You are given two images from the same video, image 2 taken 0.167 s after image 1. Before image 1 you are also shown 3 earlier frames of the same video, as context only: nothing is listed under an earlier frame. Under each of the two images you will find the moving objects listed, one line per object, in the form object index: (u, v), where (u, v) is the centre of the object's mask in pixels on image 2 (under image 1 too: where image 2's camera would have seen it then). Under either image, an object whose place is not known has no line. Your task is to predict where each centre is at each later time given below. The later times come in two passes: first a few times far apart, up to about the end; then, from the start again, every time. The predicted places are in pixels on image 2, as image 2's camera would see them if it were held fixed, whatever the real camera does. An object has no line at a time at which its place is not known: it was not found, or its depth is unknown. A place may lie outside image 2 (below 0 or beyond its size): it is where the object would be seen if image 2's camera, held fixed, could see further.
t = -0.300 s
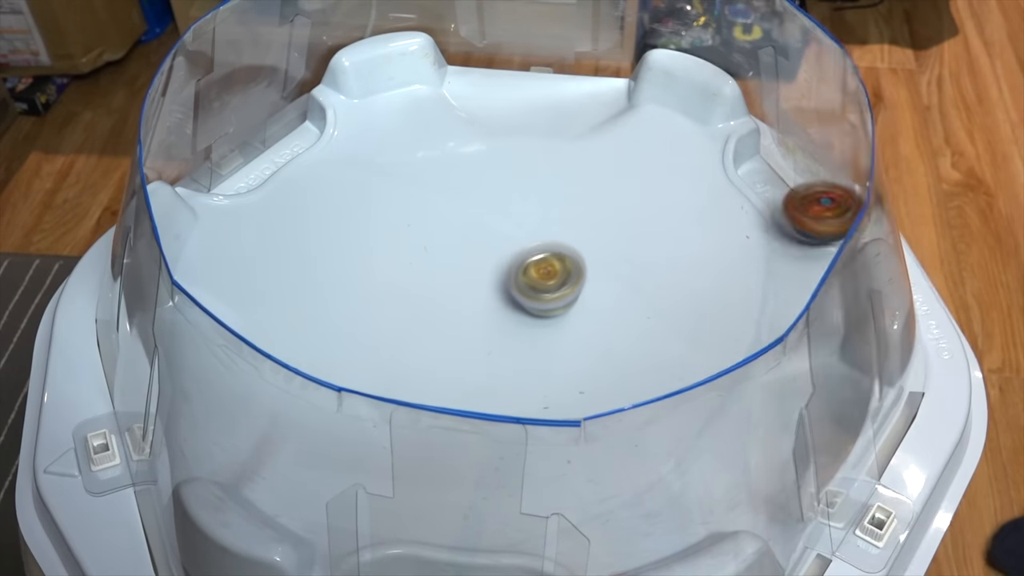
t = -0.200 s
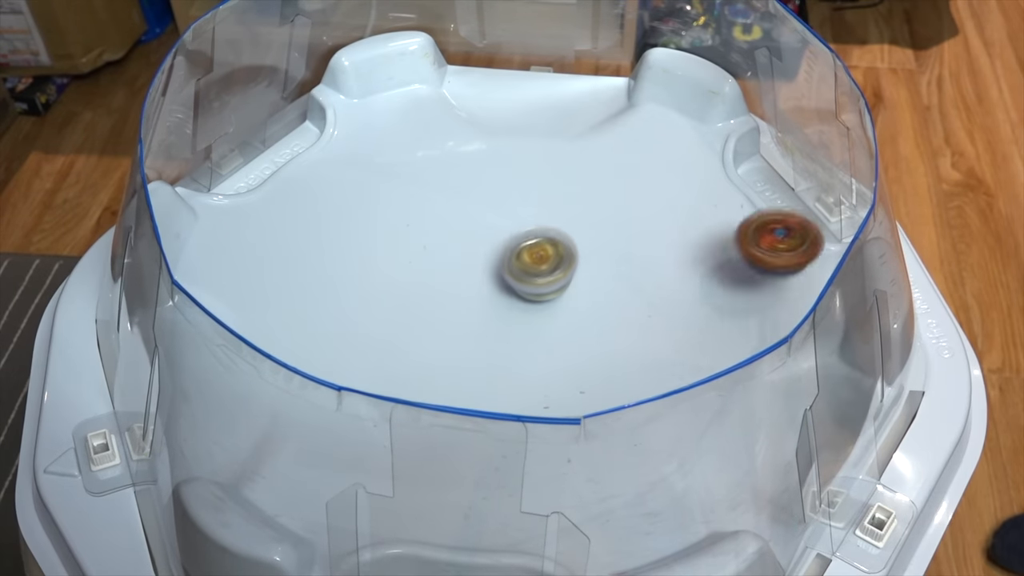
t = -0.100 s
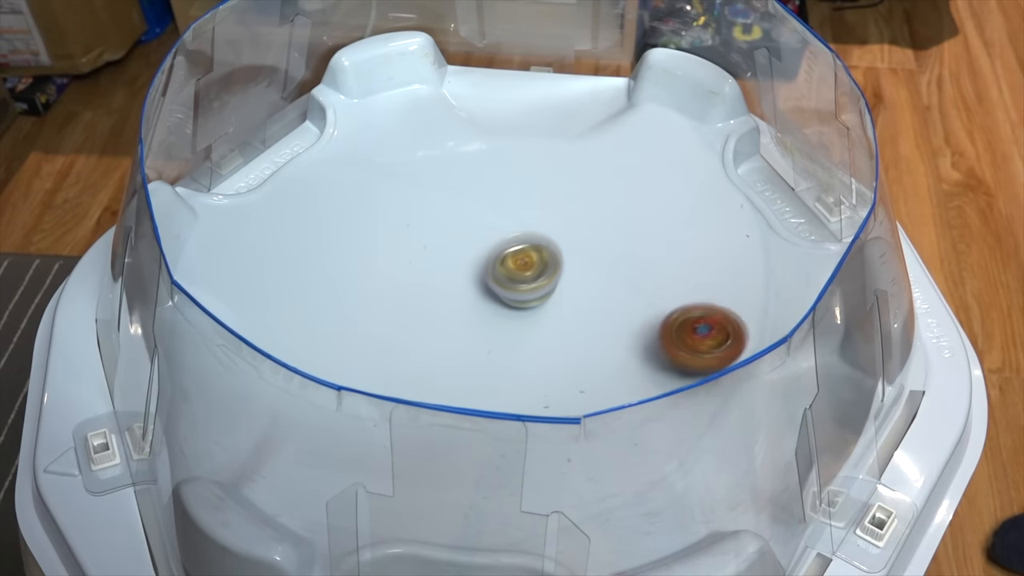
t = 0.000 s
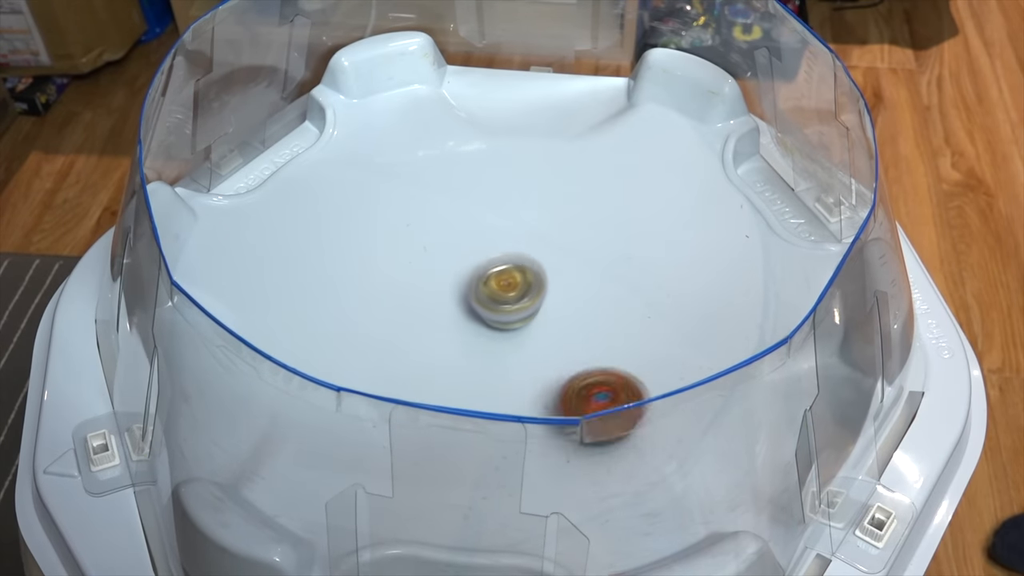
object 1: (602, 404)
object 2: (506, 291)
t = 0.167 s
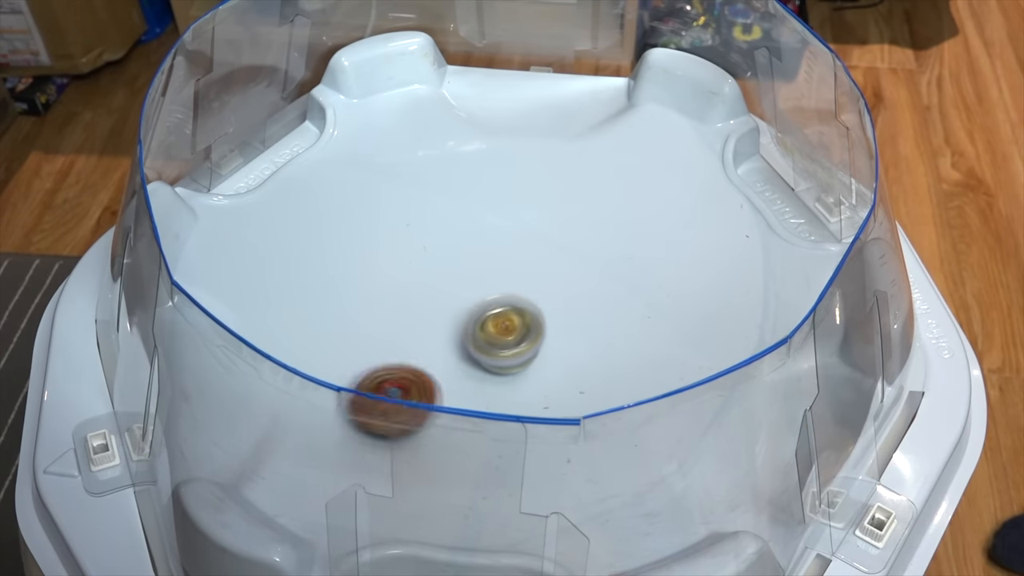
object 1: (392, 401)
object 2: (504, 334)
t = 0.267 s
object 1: (309, 321)
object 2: (521, 349)
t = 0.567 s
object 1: (456, 82)
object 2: (571, 304)
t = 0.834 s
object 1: (648, 125)
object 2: (488, 280)
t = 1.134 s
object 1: (792, 397)
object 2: (469, 351)
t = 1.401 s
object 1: (687, 443)
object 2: (563, 333)
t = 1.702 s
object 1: (473, 329)
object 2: (490, 257)
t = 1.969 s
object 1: (406, 336)
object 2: (407, 146)
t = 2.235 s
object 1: (463, 264)
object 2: (341, 187)
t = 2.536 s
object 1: (557, 293)
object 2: (444, 367)
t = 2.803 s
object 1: (523, 345)
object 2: (749, 287)
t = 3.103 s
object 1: (482, 305)
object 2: (721, 113)
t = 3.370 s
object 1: (522, 296)
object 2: (482, 191)
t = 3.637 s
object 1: (526, 311)
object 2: (322, 391)
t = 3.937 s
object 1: (516, 309)
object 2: (668, 500)
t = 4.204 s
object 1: (514, 302)
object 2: (795, 310)
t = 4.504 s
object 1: (514, 298)
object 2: (626, 128)
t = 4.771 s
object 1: (515, 297)
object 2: (496, 90)
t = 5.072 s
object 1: (512, 300)
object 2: (597, 274)
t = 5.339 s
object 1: (507, 308)
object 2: (551, 384)
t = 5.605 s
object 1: (500, 303)
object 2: (527, 364)
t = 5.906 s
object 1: (513, 273)
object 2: (551, 375)
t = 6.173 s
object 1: (520, 285)
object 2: (510, 346)
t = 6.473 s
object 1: (534, 275)
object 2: (417, 380)
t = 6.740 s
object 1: (526, 296)
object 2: (442, 351)
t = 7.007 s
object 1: (525, 295)
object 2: (427, 296)
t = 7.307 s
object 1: (504, 308)
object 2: (444, 255)
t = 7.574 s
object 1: (493, 316)
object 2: (478, 237)
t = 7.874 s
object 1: (485, 312)
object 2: (536, 255)
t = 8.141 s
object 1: (487, 317)
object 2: (592, 260)
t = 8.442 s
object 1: (497, 320)
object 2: (586, 277)
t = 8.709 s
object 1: (467, 329)
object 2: (614, 301)
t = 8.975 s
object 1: (468, 314)
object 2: (591, 343)
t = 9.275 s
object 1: (477, 277)
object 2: (520, 384)
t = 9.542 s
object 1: (500, 265)
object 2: (494, 401)
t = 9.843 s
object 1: (526, 274)
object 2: (459, 323)
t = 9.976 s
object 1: (570, 255)
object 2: (404, 300)
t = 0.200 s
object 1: (357, 379)
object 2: (508, 340)
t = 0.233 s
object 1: (330, 350)
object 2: (514, 346)
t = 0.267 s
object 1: (309, 321)
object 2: (521, 349)
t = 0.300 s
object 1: (298, 289)
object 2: (530, 351)
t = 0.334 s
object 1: (295, 257)
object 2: (538, 352)
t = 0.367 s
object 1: (300, 224)
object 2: (547, 349)
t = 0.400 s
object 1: (313, 194)
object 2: (556, 345)
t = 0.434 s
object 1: (331, 166)
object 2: (563, 339)
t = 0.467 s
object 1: (356, 139)
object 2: (567, 331)
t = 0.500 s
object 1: (386, 116)
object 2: (572, 323)
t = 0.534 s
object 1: (419, 96)
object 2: (573, 313)
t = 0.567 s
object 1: (456, 82)
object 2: (571, 304)
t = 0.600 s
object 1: (493, 75)
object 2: (567, 296)
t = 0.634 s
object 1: (525, 70)
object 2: (558, 289)
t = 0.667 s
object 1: (555, 79)
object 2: (549, 283)
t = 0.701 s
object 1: (582, 89)
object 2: (539, 279)
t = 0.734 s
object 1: (602, 97)
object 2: (528, 277)
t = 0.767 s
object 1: (618, 101)
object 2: (515, 276)
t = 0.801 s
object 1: (633, 111)
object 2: (502, 278)
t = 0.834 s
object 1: (648, 125)
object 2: (488, 280)
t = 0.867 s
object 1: (667, 141)
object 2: (477, 285)
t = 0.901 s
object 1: (684, 161)
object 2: (466, 291)
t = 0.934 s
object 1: (704, 183)
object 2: (458, 298)
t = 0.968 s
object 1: (725, 210)
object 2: (452, 307)
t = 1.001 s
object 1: (745, 239)
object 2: (449, 316)
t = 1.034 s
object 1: (763, 273)
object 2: (449, 325)
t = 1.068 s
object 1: (773, 307)
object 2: (453, 335)
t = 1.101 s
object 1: (785, 353)
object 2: (460, 343)
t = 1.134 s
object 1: (792, 397)
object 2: (469, 351)
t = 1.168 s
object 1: (798, 434)
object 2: (479, 356)
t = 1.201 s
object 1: (783, 457)
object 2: (491, 360)
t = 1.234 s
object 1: (758, 472)
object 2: (506, 362)
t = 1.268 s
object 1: (741, 485)
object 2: (521, 361)
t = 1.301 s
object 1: (725, 483)
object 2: (535, 357)
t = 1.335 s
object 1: (712, 471)
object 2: (548, 352)
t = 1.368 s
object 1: (700, 459)
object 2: (558, 344)
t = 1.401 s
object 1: (687, 443)
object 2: (563, 333)
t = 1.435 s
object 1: (671, 429)
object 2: (568, 323)
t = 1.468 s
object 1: (651, 417)
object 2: (566, 311)
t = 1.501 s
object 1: (628, 405)
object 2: (563, 299)
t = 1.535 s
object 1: (602, 391)
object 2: (557, 289)
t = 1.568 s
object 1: (573, 380)
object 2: (547, 280)
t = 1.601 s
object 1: (542, 368)
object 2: (536, 271)
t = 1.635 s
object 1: (513, 355)
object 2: (522, 264)
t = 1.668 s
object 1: (489, 342)
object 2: (507, 260)
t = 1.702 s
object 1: (473, 329)
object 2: (490, 257)
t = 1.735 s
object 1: (460, 320)
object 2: (473, 253)
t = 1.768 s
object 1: (446, 328)
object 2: (461, 227)
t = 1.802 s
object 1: (433, 338)
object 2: (451, 206)
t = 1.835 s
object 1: (423, 343)
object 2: (441, 185)
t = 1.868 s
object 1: (416, 346)
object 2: (433, 171)
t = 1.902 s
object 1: (410, 345)
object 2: (424, 159)
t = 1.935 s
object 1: (406, 341)
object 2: (416, 151)
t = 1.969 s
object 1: (406, 336)
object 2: (407, 146)
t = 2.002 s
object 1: (407, 327)
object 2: (398, 144)
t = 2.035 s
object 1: (410, 317)
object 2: (389, 144)
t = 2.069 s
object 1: (415, 305)
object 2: (380, 147)
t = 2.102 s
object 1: (422, 294)
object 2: (372, 151)
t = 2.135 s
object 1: (430, 284)
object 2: (363, 158)
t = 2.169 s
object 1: (439, 276)
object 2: (355, 166)
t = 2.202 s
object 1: (450, 269)
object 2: (347, 176)
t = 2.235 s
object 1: (463, 264)
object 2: (341, 187)
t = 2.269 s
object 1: (475, 261)
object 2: (334, 200)
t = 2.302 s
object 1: (488, 260)
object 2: (329, 215)
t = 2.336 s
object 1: (500, 261)
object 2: (326, 233)
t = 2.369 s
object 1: (513, 263)
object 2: (327, 253)
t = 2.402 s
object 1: (525, 266)
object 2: (333, 276)
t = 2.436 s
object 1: (535, 271)
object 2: (348, 300)
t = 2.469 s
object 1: (544, 277)
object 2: (372, 325)
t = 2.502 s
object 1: (552, 285)
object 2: (404, 349)
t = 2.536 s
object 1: (557, 293)
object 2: (444, 367)
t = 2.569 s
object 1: (560, 301)
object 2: (488, 376)
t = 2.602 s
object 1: (561, 309)
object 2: (534, 381)
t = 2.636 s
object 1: (558, 318)
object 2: (584, 379)
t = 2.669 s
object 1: (554, 326)
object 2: (625, 367)
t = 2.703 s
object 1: (548, 333)
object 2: (665, 352)
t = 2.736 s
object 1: (541, 338)
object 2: (699, 334)
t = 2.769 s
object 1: (532, 343)
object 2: (728, 311)
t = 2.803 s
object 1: (523, 345)
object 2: (749, 287)
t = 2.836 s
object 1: (514, 345)
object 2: (765, 262)
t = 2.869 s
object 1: (504, 343)
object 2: (778, 237)
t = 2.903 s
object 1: (496, 340)
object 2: (783, 212)
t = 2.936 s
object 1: (489, 336)
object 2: (778, 188)
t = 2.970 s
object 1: (484, 330)
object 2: (774, 173)
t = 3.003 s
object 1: (480, 323)
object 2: (766, 159)
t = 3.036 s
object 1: (479, 318)
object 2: (748, 142)
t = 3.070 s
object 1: (480, 311)
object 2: (736, 123)
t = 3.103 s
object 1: (482, 305)
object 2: (721, 113)
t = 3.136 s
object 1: (485, 301)
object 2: (705, 113)
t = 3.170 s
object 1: (490, 297)
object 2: (679, 124)
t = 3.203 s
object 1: (495, 294)
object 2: (649, 135)
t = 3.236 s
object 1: (501, 292)
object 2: (618, 146)
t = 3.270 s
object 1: (506, 291)
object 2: (587, 157)
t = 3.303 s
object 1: (512, 292)
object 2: (554, 169)
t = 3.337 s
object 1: (517, 294)
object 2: (519, 180)
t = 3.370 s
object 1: (522, 296)
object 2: (482, 191)
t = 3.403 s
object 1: (525, 298)
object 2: (444, 206)
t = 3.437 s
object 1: (528, 300)
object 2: (408, 225)
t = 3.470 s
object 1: (529, 303)
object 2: (375, 248)
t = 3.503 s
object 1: (529, 306)
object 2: (349, 273)
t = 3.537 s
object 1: (528, 308)
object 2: (330, 300)
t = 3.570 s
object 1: (527, 310)
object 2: (319, 330)
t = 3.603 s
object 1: (527, 310)
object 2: (316, 361)
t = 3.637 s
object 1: (526, 311)
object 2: (322, 391)
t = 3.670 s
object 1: (525, 312)
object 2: (338, 421)
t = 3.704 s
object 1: (523, 312)
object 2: (360, 451)
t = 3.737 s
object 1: (522, 312)
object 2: (390, 475)
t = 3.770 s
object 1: (520, 312)
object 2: (428, 495)
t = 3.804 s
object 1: (518, 311)
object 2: (471, 512)
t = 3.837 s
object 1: (518, 311)
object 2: (520, 519)
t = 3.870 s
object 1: (518, 310)
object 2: (569, 520)
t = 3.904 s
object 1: (517, 310)
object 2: (621, 511)
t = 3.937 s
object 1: (516, 309)
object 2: (668, 500)
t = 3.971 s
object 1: (515, 308)
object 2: (714, 478)
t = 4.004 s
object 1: (515, 307)
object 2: (746, 465)
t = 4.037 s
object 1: (515, 306)
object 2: (774, 440)
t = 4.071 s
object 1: (516, 305)
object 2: (796, 417)
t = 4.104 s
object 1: (516, 304)
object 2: (806, 390)
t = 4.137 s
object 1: (515, 304)
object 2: (807, 361)
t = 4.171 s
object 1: (515, 303)
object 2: (807, 333)
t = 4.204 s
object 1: (514, 302)
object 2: (795, 310)
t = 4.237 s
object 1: (514, 302)
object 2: (792, 290)
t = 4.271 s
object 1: (513, 301)
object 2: (787, 271)
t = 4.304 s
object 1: (513, 300)
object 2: (773, 252)
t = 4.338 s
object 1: (513, 300)
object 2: (756, 231)
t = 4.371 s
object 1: (514, 300)
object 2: (735, 209)
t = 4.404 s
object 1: (514, 300)
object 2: (712, 187)
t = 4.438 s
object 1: (513, 300)
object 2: (687, 166)
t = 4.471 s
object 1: (513, 299)
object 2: (658, 145)
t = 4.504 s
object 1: (514, 298)
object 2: (626, 128)
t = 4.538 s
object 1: (514, 298)
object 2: (594, 112)
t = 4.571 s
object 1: (514, 299)
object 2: (559, 101)
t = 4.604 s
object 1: (514, 298)
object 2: (529, 87)
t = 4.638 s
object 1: (514, 298)
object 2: (500, 77)
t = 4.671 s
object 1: (513, 298)
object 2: (474, 66)
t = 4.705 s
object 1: (513, 299)
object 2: (466, 64)
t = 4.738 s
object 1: (513, 298)
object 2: (479, 74)
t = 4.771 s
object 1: (515, 297)
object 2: (496, 90)
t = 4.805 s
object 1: (514, 297)
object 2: (514, 106)
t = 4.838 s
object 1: (514, 297)
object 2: (532, 115)
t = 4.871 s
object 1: (515, 297)
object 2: (550, 137)
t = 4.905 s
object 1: (514, 298)
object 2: (565, 158)
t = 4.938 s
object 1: (514, 298)
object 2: (576, 179)
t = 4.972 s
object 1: (513, 299)
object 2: (587, 202)
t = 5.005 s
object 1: (513, 299)
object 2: (594, 226)
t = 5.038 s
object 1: (512, 300)
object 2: (596, 251)
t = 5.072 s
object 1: (512, 300)
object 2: (597, 274)
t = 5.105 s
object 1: (512, 300)
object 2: (595, 297)
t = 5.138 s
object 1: (512, 300)
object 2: (589, 319)
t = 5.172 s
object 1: (513, 301)
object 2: (583, 337)
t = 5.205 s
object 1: (513, 303)
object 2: (577, 352)
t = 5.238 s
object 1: (513, 304)
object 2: (570, 365)
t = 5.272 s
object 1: (511, 306)
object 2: (563, 375)
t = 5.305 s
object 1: (509, 307)
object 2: (559, 381)
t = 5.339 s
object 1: (507, 308)
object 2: (551, 384)
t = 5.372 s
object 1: (505, 308)
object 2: (547, 385)
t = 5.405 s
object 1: (504, 308)
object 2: (542, 390)
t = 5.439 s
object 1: (503, 307)
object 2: (538, 384)
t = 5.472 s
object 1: (503, 307)
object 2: (533, 382)
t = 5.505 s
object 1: (503, 307)
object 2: (530, 379)
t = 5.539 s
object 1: (502, 307)
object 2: (528, 374)
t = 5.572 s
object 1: (502, 307)
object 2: (526, 367)
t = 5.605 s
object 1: (500, 303)
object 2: (527, 364)
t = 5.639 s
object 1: (498, 292)
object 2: (529, 368)
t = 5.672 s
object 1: (497, 283)
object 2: (533, 373)
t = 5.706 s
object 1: (496, 278)
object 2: (537, 376)
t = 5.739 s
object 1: (499, 275)
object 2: (541, 377)
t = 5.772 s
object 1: (501, 273)
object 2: (544, 378)
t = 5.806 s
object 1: (504, 273)
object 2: (547, 379)
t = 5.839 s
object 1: (507, 273)
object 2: (550, 378)
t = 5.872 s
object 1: (510, 273)
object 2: (551, 377)
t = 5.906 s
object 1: (513, 273)
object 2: (551, 375)
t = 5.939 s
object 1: (516, 274)
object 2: (551, 373)
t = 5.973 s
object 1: (519, 275)
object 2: (549, 370)
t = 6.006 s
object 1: (521, 277)
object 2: (546, 366)
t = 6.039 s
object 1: (522, 278)
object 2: (541, 362)
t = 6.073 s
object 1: (523, 280)
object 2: (535, 358)
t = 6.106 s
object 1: (522, 282)
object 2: (528, 353)
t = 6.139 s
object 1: (522, 283)
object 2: (520, 349)
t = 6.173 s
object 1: (520, 285)
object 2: (510, 346)
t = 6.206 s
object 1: (522, 276)
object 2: (496, 350)
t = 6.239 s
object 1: (524, 271)
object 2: (480, 357)
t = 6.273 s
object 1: (526, 268)
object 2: (466, 362)
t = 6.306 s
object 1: (526, 267)
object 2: (453, 367)
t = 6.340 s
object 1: (528, 268)
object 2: (441, 369)
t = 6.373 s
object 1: (530, 269)
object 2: (432, 371)
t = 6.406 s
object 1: (531, 271)
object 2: (425, 374)
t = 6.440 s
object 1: (532, 273)
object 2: (421, 374)
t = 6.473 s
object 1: (534, 275)
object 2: (417, 380)
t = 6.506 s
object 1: (535, 278)
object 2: (415, 381)
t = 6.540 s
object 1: (535, 280)
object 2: (415, 380)
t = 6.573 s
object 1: (535, 283)
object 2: (416, 377)
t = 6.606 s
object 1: (534, 286)
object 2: (419, 371)
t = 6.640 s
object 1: (532, 289)
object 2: (423, 368)
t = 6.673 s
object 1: (530, 291)
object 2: (429, 365)
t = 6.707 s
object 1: (528, 293)
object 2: (435, 358)
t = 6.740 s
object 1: (526, 296)
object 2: (442, 351)
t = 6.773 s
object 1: (523, 298)
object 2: (449, 342)
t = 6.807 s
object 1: (523, 298)
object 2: (451, 334)
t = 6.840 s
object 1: (527, 294)
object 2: (447, 329)
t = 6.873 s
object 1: (528, 291)
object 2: (444, 323)
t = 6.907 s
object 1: (528, 291)
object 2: (439, 317)
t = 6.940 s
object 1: (527, 292)
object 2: (434, 310)
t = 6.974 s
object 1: (526, 294)
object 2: (431, 303)
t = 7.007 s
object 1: (525, 295)
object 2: (427, 296)
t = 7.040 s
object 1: (524, 297)
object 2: (426, 290)
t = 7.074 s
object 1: (522, 299)
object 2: (425, 284)
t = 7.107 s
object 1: (520, 301)
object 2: (425, 277)
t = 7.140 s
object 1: (518, 302)
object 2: (426, 272)
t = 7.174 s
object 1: (515, 304)
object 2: (428, 267)
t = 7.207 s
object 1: (513, 305)
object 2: (430, 263)
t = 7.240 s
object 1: (510, 306)
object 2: (434, 260)
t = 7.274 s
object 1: (507, 307)
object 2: (439, 257)
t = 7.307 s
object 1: (504, 308)
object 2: (444, 255)
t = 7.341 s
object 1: (501, 309)
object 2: (449, 254)
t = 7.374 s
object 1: (502, 311)
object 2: (454, 251)
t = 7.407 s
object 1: (503, 312)
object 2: (456, 246)
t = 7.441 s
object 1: (501, 313)
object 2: (460, 243)
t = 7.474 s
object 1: (499, 314)
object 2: (463, 240)
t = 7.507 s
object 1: (497, 315)
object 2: (468, 239)
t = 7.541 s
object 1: (495, 315)
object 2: (473, 237)
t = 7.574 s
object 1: (493, 316)
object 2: (478, 237)
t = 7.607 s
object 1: (490, 316)
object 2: (484, 237)
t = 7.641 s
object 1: (489, 317)
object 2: (490, 239)
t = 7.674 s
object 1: (487, 317)
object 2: (496, 240)
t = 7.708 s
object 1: (486, 317)
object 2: (502, 242)
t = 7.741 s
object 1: (485, 316)
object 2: (510, 244)
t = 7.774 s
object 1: (484, 315)
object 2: (517, 247)
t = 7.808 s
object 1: (484, 314)
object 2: (524, 249)
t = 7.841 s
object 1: (485, 313)
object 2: (529, 252)
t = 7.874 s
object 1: (485, 312)
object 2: (536, 255)
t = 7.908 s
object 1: (487, 311)
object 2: (543, 259)
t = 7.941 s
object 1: (489, 310)
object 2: (548, 261)
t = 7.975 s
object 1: (490, 311)
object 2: (555, 265)
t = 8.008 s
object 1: (488, 313)
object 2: (564, 264)
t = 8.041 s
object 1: (488, 314)
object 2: (573, 263)
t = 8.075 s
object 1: (488, 315)
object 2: (580, 261)
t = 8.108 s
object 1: (487, 316)
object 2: (587, 260)
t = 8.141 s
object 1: (487, 317)
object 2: (592, 260)
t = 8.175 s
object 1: (488, 317)
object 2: (597, 259)
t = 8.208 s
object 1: (487, 318)
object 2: (599, 259)
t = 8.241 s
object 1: (488, 318)
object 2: (599, 259)
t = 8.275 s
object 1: (490, 318)
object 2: (599, 261)
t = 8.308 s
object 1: (490, 319)
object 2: (599, 263)
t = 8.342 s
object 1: (492, 319)
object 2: (597, 265)
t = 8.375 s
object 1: (494, 319)
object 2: (594, 269)
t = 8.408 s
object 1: (495, 320)
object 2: (590, 273)
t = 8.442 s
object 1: (497, 320)
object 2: (586, 277)
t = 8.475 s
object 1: (499, 320)
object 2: (579, 283)
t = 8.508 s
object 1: (501, 321)
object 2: (576, 288)
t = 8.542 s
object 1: (487, 326)
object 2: (582, 288)
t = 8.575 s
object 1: (478, 329)
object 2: (590, 290)
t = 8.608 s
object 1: (472, 331)
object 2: (598, 291)
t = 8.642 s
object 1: (470, 331)
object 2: (604, 294)
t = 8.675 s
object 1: (468, 330)
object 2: (611, 297)
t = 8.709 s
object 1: (467, 329)
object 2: (614, 301)
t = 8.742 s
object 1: (466, 327)
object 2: (616, 306)
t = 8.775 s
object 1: (465, 326)
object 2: (617, 311)
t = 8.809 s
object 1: (464, 324)
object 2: (618, 317)
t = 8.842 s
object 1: (464, 322)
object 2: (614, 322)
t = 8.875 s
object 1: (464, 320)
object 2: (612, 328)
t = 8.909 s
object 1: (465, 318)
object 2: (607, 334)
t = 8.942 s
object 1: (466, 316)
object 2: (599, 338)
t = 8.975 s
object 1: (468, 314)
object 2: (591, 343)
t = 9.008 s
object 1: (470, 312)
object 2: (581, 347)
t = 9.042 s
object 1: (473, 310)
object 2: (571, 351)
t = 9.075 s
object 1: (476, 309)
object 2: (559, 354)
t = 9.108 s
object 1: (480, 308)
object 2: (548, 356)
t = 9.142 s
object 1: (485, 307)
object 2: (537, 357)
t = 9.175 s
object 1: (485, 302)
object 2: (528, 362)
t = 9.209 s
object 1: (480, 290)
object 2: (526, 371)
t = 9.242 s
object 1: (477, 282)
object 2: (523, 378)
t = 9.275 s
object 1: (477, 277)
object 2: (520, 384)
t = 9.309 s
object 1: (479, 273)
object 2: (519, 387)
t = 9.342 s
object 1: (479, 272)
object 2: (516, 395)
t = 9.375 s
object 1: (483, 270)
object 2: (513, 399)
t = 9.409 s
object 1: (486, 268)
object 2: (510, 403)
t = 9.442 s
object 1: (488, 267)
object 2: (506, 405)
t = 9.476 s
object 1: (492, 266)
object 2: (502, 405)
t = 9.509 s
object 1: (496, 265)
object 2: (498, 404)
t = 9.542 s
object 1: (500, 265)
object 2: (494, 401)
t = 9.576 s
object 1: (503, 265)
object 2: (490, 397)
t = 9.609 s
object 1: (506, 265)
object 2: (485, 385)
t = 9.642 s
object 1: (510, 266)
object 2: (478, 380)
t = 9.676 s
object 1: (513, 267)
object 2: (474, 373)
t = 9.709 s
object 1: (516, 268)
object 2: (471, 365)
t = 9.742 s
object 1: (518, 269)
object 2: (468, 355)
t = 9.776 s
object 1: (521, 271)
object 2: (465, 344)
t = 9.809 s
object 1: (523, 272)
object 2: (462, 332)
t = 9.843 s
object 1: (526, 274)
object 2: (459, 323)
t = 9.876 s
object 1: (531, 272)
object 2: (454, 313)
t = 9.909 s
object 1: (548, 263)
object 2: (435, 309)
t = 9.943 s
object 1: (560, 257)
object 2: (419, 305)
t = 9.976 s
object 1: (570, 255)
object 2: (404, 300)
